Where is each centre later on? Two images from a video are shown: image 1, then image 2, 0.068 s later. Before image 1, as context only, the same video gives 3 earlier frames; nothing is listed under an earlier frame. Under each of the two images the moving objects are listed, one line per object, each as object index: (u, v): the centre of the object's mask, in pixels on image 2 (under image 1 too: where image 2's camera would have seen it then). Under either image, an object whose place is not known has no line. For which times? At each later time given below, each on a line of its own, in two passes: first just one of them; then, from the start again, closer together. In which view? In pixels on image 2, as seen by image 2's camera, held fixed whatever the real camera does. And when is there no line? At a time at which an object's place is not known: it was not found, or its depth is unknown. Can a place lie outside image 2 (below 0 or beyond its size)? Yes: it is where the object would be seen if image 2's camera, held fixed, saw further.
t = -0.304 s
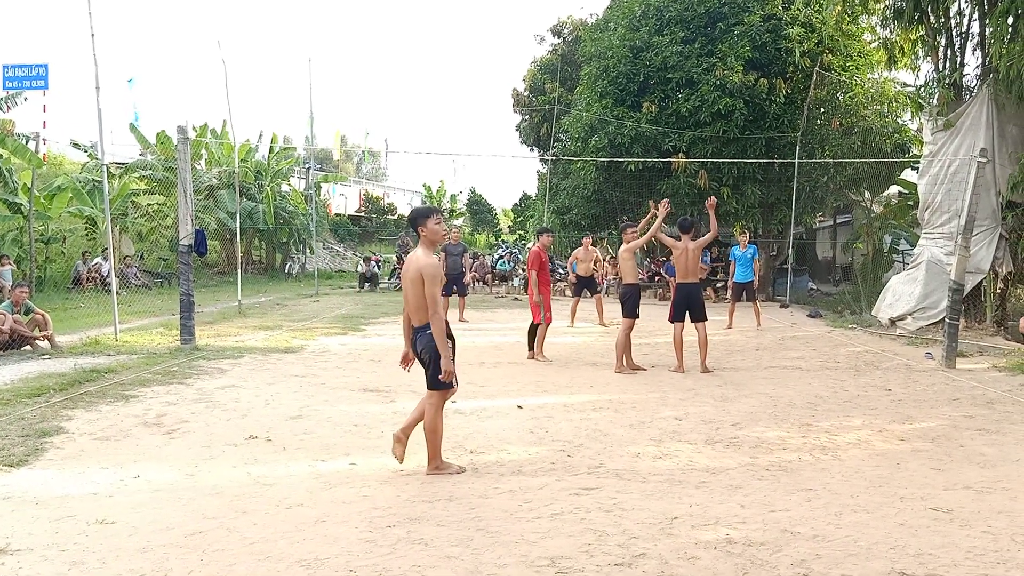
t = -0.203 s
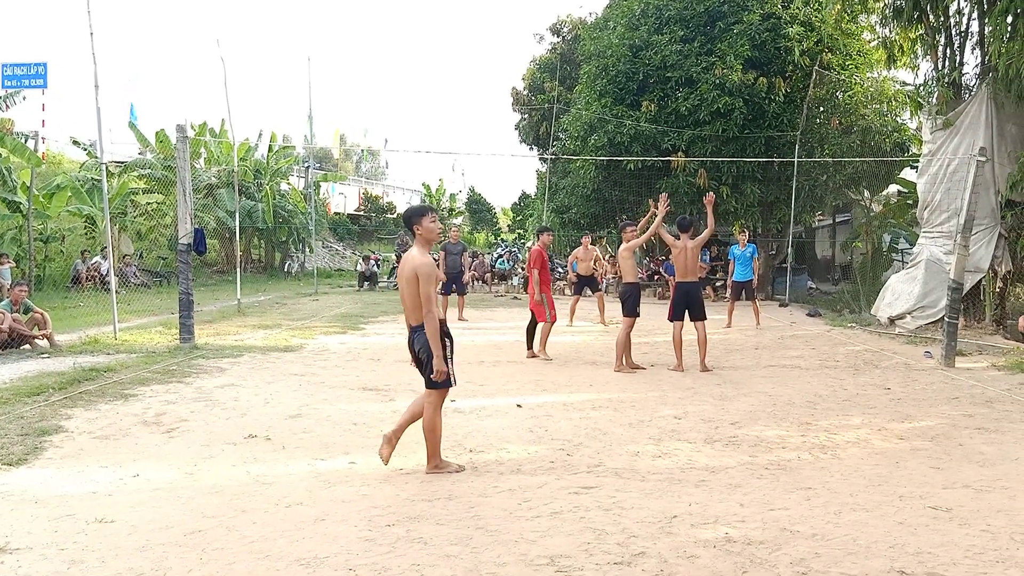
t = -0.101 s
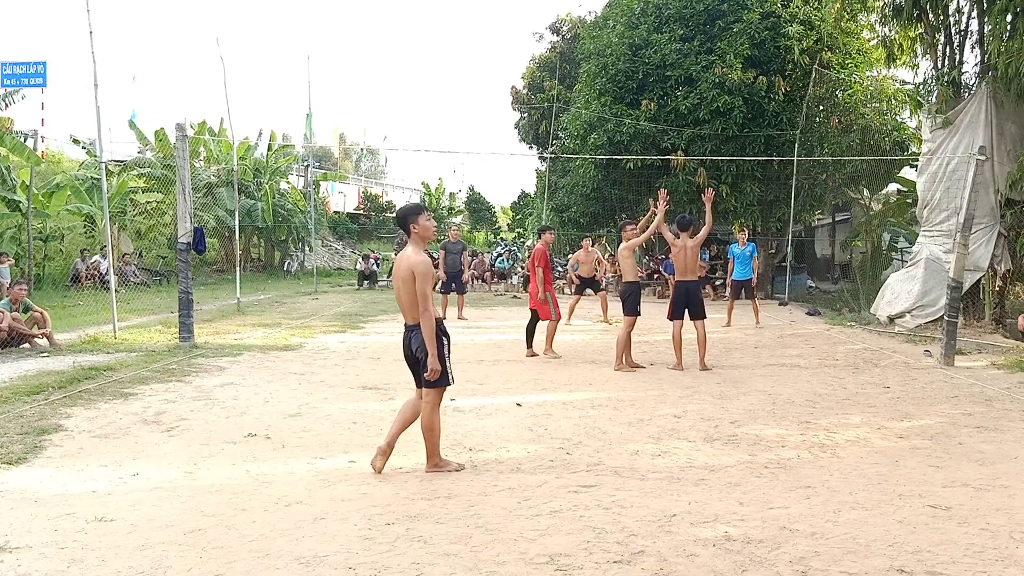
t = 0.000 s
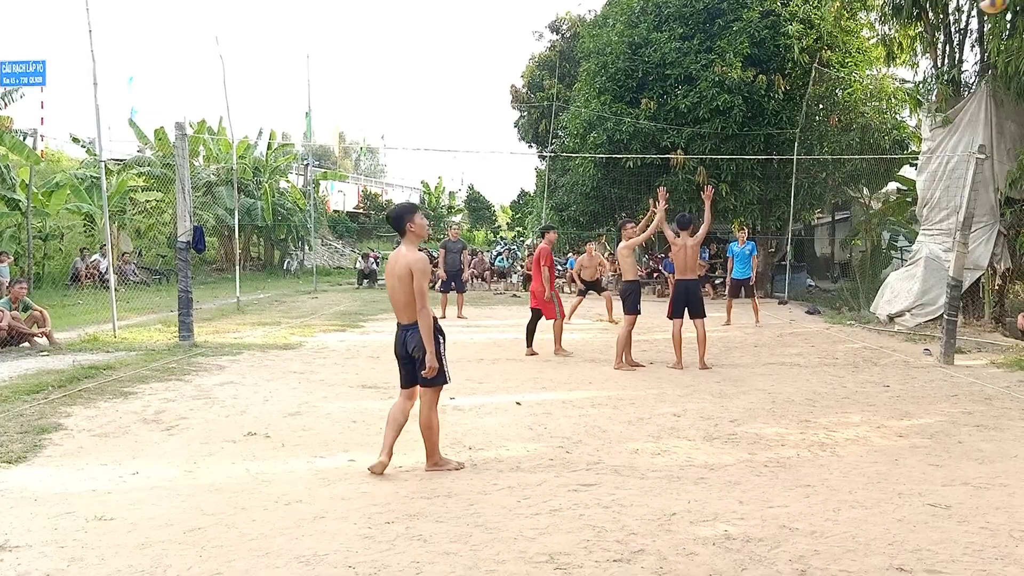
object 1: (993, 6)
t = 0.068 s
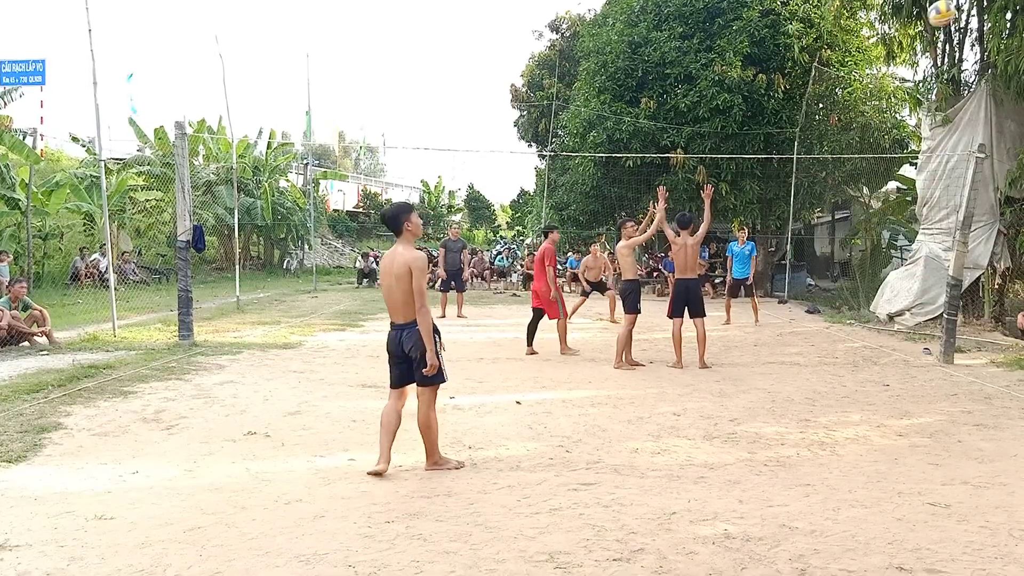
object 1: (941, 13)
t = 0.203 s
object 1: (866, 50)
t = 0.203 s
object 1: (866, 50)
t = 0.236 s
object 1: (850, 61)
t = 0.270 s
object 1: (836, 72)
